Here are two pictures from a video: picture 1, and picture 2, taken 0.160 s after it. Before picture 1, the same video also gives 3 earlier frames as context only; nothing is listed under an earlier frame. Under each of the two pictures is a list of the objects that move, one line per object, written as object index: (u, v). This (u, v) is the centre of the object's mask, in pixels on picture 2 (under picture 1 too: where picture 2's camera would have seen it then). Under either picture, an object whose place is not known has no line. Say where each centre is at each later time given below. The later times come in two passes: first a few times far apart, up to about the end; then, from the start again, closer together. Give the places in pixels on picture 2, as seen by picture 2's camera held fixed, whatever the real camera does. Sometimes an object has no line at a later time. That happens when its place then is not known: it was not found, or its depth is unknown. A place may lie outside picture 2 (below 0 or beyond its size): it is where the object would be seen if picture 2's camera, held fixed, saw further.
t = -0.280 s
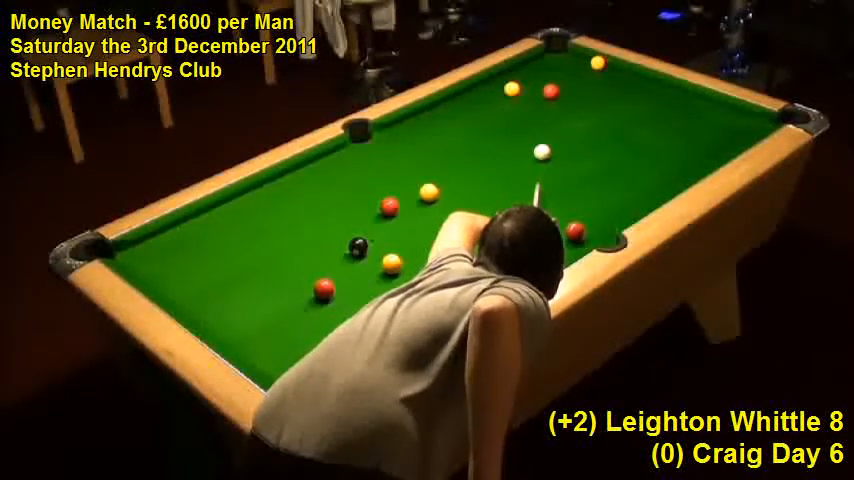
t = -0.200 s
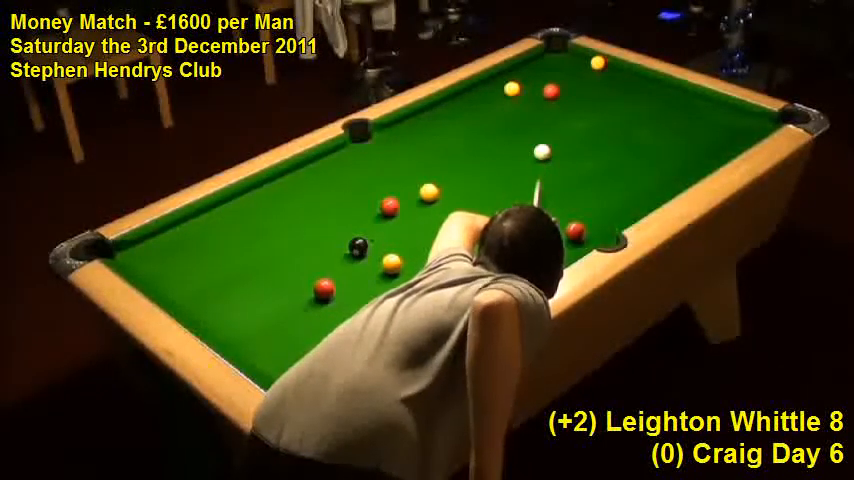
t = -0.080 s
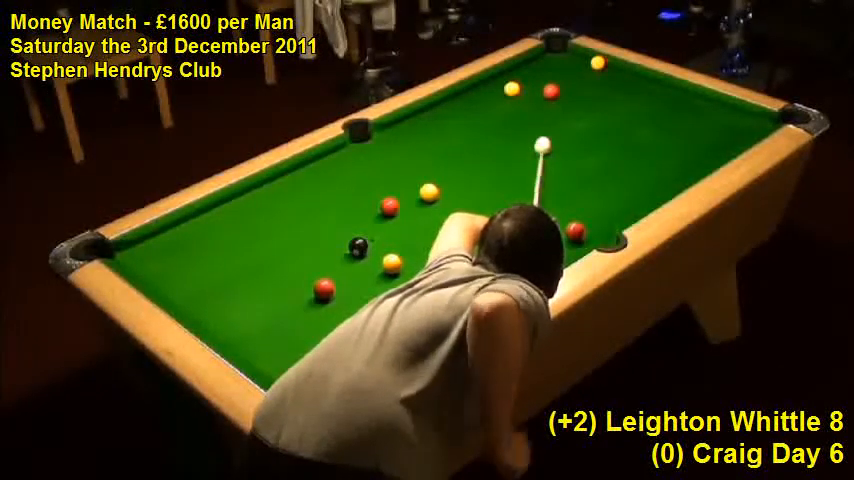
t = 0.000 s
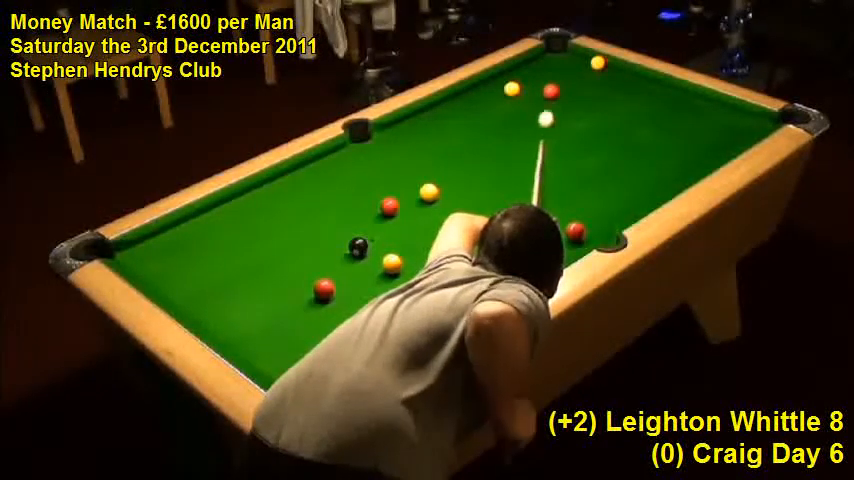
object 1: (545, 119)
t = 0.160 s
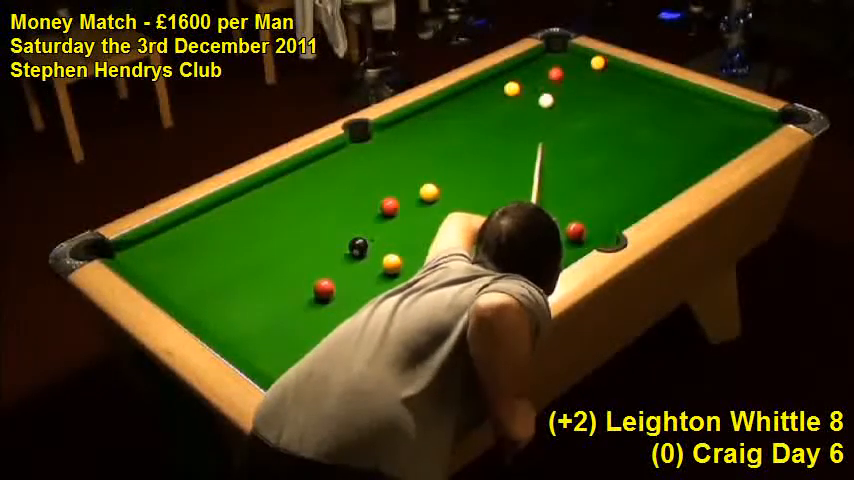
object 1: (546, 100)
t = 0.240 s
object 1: (543, 103)
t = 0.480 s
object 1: (536, 110)
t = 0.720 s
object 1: (531, 118)
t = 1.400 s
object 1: (515, 134)
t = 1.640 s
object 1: (512, 139)
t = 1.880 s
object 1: (509, 144)
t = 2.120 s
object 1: (506, 147)
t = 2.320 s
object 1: (505, 149)
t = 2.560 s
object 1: (503, 151)
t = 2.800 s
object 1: (503, 151)
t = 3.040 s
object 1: (502, 152)
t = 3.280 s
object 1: (502, 151)
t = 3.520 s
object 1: (502, 151)
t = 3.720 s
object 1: (502, 151)
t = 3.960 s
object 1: (502, 151)
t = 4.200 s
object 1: (502, 151)
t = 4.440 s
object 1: (502, 152)
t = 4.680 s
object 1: (502, 151)
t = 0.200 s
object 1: (545, 102)
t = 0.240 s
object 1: (543, 103)
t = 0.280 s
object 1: (542, 104)
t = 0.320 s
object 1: (541, 106)
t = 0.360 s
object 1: (540, 107)
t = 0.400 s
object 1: (539, 108)
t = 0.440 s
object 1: (538, 109)
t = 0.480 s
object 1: (536, 110)
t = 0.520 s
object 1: (536, 111)
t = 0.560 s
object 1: (535, 113)
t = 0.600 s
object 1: (534, 114)
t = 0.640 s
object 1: (533, 115)
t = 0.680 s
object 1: (532, 116)
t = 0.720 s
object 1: (531, 118)
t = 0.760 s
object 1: (530, 118)
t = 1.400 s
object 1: (515, 134)
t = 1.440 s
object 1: (516, 134)
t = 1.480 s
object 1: (515, 132)
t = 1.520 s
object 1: (513, 136)
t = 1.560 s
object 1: (513, 137)
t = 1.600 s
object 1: (513, 139)
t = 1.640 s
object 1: (512, 139)
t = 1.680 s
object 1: (511, 140)
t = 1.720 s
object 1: (511, 141)
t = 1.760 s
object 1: (511, 142)
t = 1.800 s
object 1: (510, 142)
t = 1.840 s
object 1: (510, 143)
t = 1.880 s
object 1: (509, 144)
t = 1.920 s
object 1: (508, 144)
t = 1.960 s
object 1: (508, 145)
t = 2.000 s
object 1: (508, 145)
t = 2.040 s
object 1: (507, 146)
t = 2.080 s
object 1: (506, 147)
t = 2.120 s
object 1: (506, 147)
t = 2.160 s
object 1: (506, 147)
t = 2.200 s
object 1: (506, 148)
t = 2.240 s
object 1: (505, 148)
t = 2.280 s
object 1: (505, 149)
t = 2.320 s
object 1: (505, 149)
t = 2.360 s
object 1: (505, 149)
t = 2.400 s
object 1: (504, 150)
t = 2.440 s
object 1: (504, 150)
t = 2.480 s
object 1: (504, 150)
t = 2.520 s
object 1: (504, 150)
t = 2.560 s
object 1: (503, 151)
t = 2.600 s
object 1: (503, 151)
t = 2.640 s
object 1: (503, 151)
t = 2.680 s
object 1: (503, 151)
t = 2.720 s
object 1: (503, 151)
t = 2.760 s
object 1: (503, 151)
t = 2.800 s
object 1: (503, 151)
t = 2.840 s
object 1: (503, 151)
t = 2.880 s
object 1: (502, 152)
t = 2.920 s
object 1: (502, 151)
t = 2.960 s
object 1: (502, 151)
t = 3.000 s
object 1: (502, 151)
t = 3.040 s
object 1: (502, 152)
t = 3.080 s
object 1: (502, 152)
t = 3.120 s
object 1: (502, 152)
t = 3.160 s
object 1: (502, 151)
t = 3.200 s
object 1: (502, 151)
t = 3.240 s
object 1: (502, 151)
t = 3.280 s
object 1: (502, 151)
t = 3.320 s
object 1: (502, 151)
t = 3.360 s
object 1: (502, 151)
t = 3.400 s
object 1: (502, 151)
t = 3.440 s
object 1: (502, 151)
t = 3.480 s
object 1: (502, 151)
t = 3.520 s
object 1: (502, 151)
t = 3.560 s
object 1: (502, 151)
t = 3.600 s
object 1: (502, 151)
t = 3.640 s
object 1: (502, 151)
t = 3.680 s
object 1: (502, 151)
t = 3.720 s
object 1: (502, 151)
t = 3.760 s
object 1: (502, 151)
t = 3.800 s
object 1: (502, 151)
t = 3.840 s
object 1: (502, 151)
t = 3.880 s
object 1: (502, 151)
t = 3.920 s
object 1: (502, 151)
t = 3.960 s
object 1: (502, 151)
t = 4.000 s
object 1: (502, 151)
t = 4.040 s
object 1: (502, 151)
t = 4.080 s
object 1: (502, 151)
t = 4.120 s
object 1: (502, 151)
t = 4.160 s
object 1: (502, 151)
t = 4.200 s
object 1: (502, 151)
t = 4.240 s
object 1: (502, 151)
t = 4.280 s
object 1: (502, 151)
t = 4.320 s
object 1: (502, 152)
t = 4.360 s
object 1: (502, 152)
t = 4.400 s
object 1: (502, 152)
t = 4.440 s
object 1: (502, 152)
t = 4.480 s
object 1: (502, 152)
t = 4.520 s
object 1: (502, 152)
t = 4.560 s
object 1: (502, 151)
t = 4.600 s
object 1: (502, 151)
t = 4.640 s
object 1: (502, 151)
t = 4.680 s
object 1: (502, 151)
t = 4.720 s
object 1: (502, 151)
